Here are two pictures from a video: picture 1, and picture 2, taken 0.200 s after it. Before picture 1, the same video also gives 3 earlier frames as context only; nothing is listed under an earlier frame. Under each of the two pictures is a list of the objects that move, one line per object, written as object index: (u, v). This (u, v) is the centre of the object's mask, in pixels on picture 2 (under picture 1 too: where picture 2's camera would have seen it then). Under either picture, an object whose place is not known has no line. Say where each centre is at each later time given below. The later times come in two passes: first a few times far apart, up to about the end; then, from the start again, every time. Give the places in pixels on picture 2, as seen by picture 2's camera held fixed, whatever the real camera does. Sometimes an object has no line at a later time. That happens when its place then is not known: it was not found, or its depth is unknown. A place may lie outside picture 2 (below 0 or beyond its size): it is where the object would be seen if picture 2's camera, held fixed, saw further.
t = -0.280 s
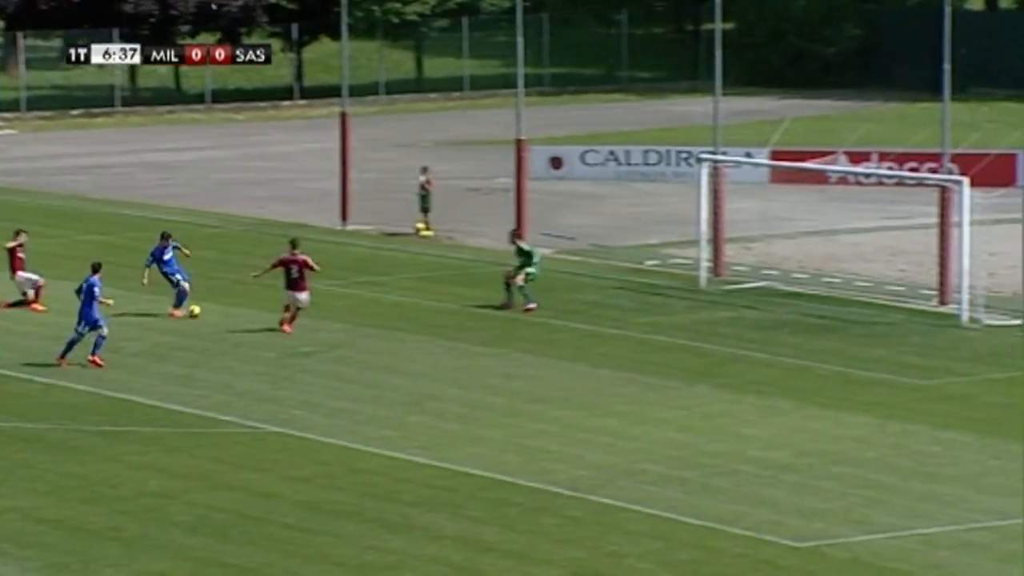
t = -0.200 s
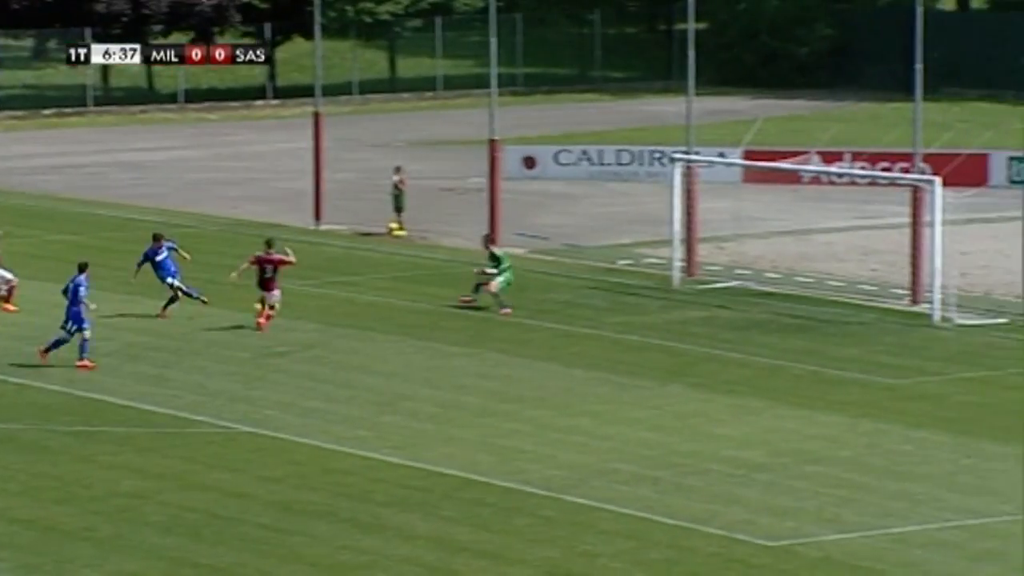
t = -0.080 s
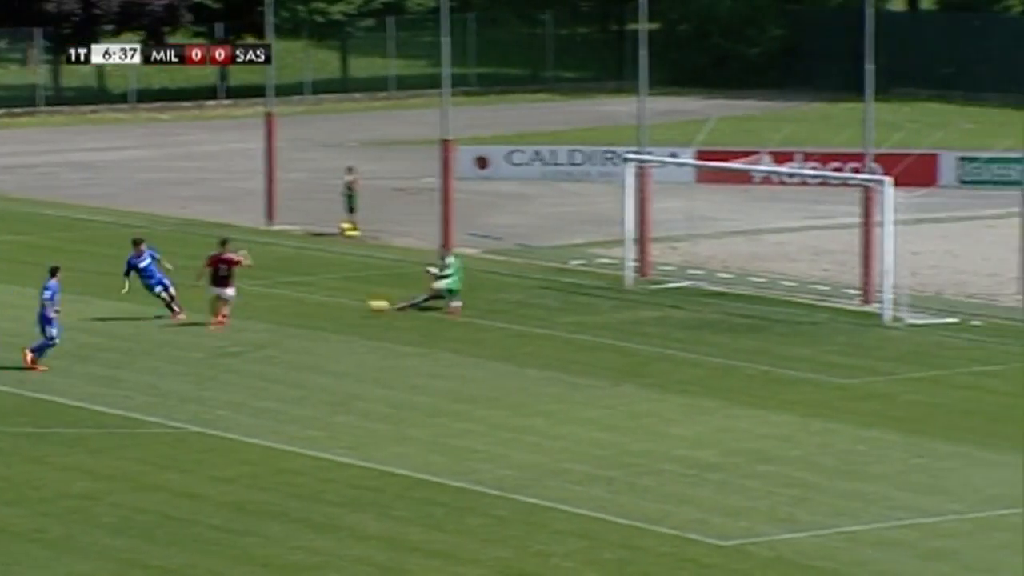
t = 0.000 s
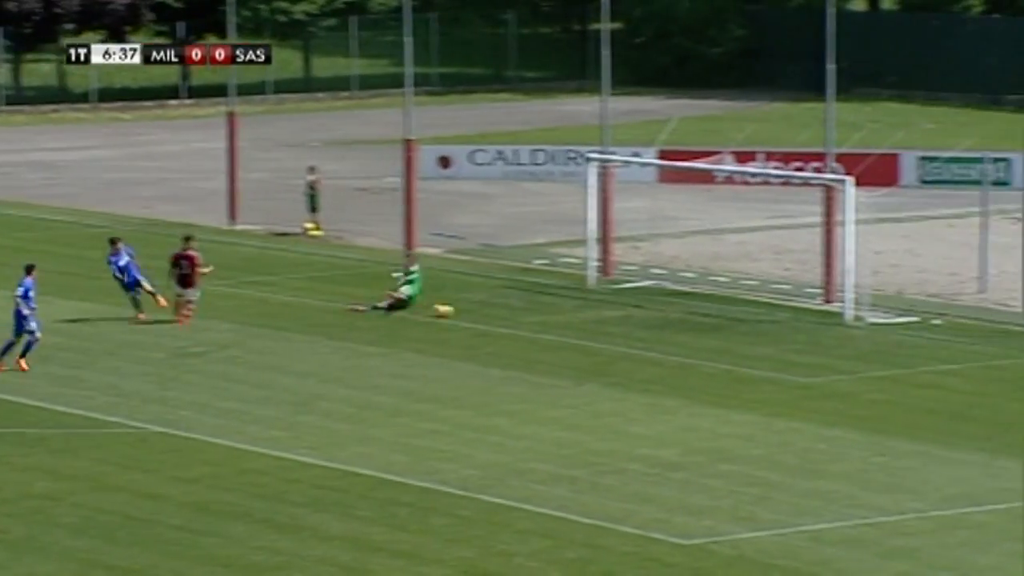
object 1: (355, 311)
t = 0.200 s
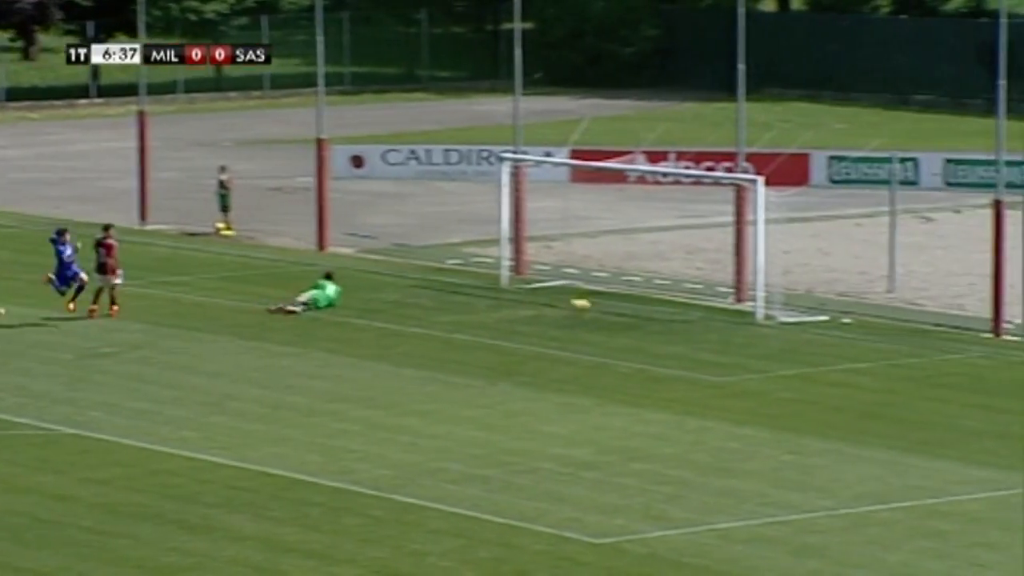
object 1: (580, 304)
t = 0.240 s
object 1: (621, 307)
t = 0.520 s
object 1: (850, 298)
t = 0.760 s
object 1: (833, 264)
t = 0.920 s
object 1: (813, 257)
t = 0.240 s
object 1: (621, 307)
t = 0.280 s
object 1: (664, 309)
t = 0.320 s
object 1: (702, 309)
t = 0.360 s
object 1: (742, 306)
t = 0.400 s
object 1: (778, 306)
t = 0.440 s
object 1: (812, 307)
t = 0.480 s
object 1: (837, 304)
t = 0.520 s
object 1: (850, 298)
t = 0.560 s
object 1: (853, 291)
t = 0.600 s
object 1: (850, 283)
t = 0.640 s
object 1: (846, 278)
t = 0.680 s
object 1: (841, 272)
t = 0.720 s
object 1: (837, 267)
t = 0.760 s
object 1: (833, 264)
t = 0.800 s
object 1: (828, 260)
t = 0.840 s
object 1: (823, 258)
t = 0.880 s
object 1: (818, 257)
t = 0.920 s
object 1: (813, 257)
